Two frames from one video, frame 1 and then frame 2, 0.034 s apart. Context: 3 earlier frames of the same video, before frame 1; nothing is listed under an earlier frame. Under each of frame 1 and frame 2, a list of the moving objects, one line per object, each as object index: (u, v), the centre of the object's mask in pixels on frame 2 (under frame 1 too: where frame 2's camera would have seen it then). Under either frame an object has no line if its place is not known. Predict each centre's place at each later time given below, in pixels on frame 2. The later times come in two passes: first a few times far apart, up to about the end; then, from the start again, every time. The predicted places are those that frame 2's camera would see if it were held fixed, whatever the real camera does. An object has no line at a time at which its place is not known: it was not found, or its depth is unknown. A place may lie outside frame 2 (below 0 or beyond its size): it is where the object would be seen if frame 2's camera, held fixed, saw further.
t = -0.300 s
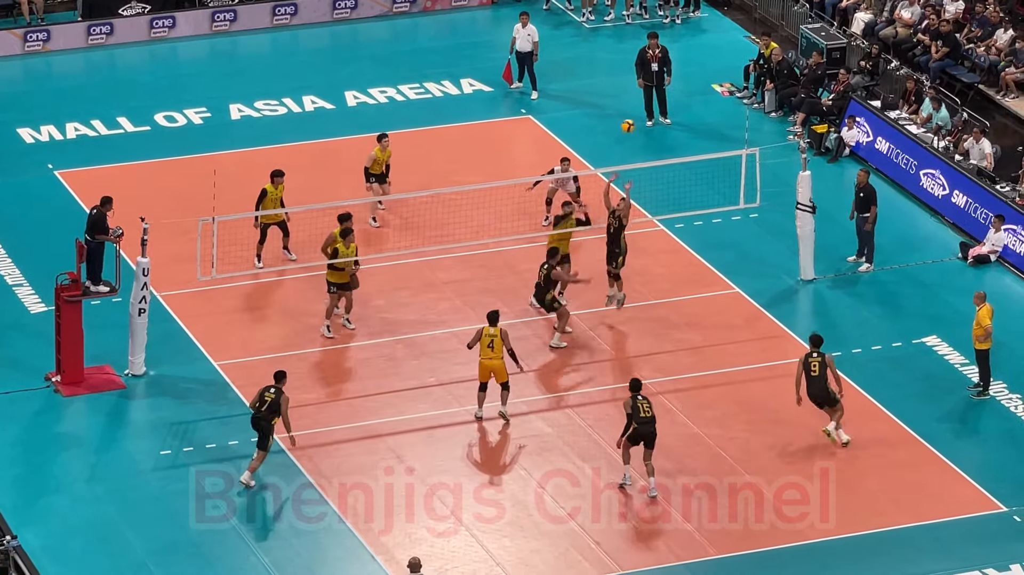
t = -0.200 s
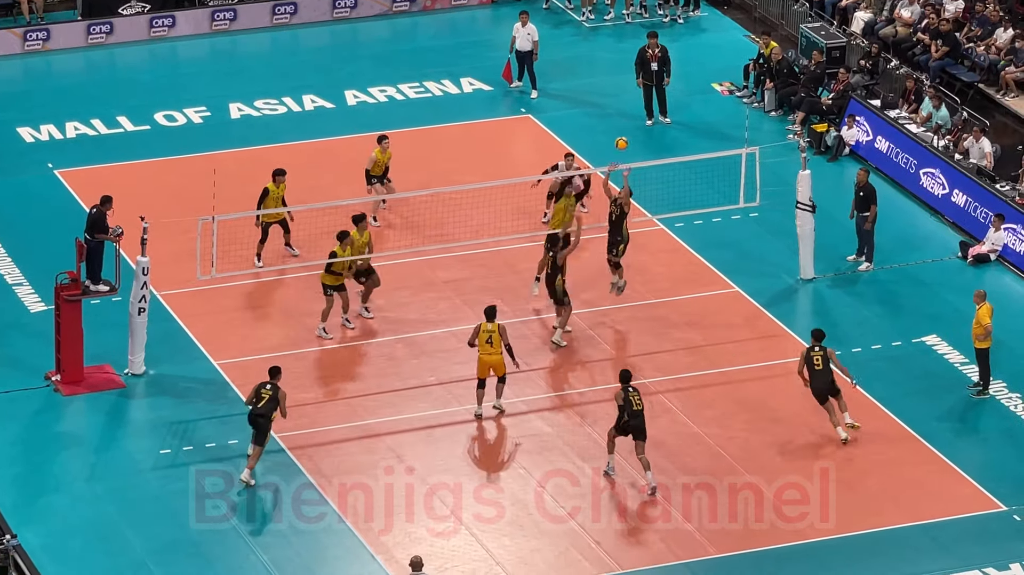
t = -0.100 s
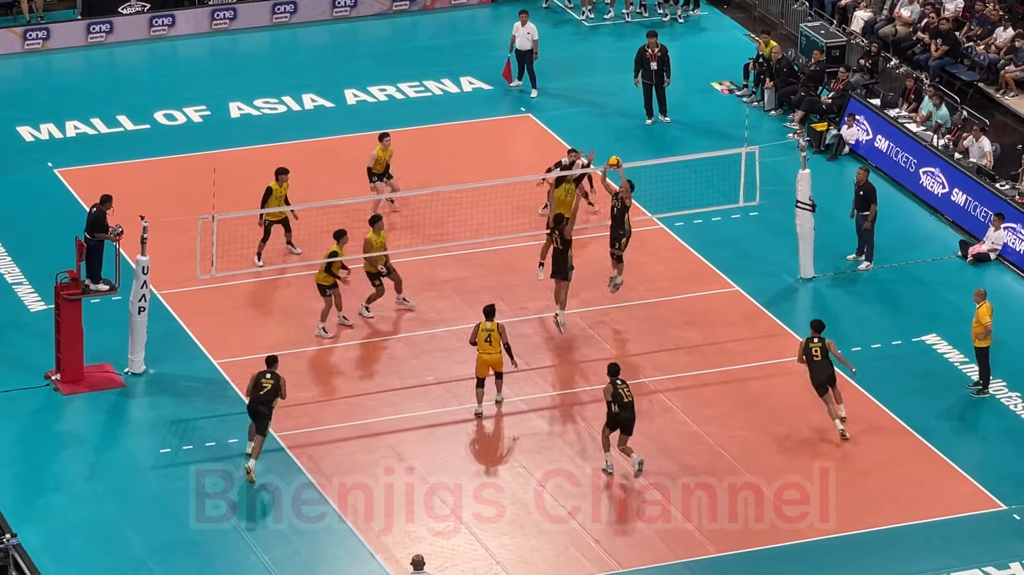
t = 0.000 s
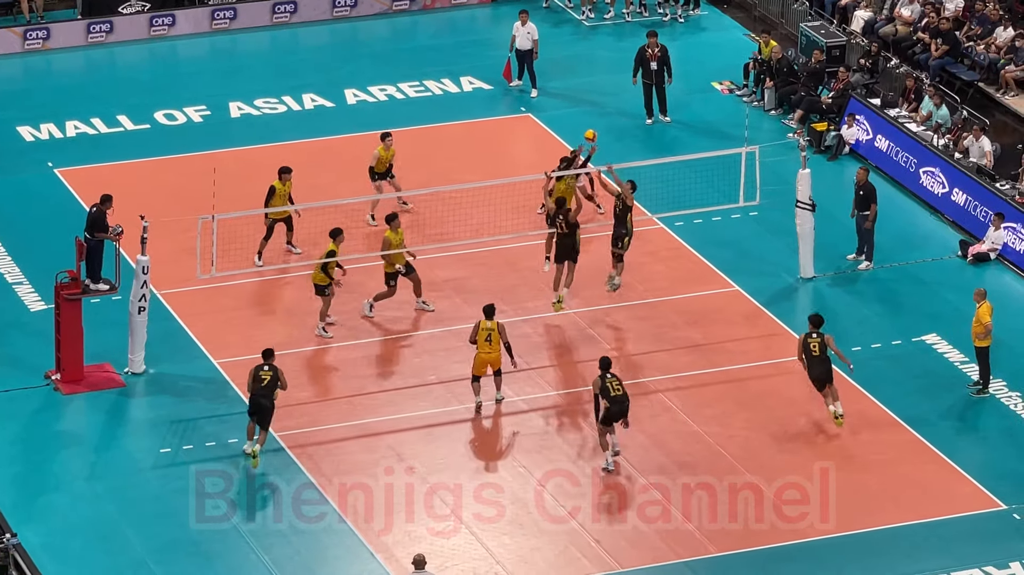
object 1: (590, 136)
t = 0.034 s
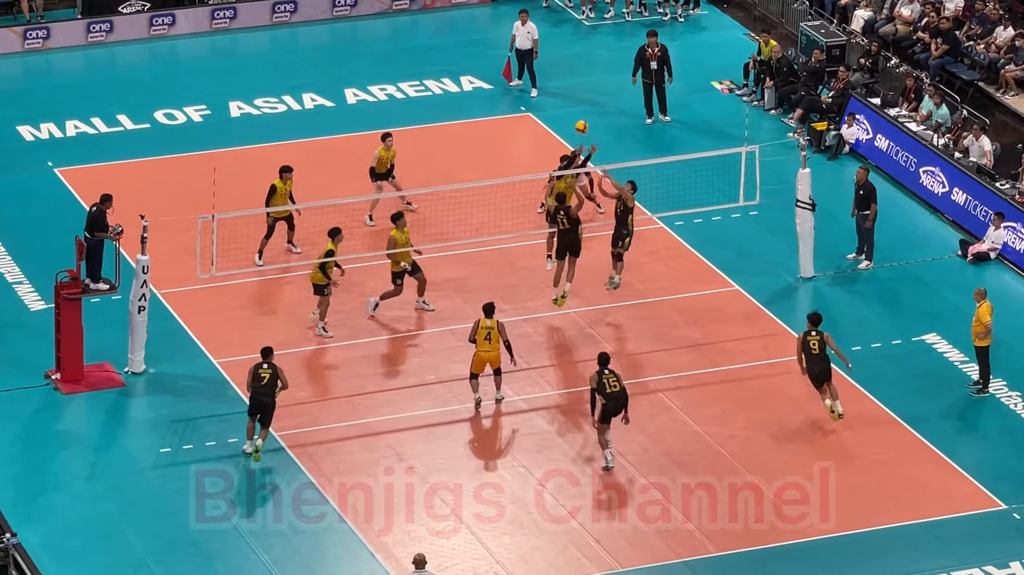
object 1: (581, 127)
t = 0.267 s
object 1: (518, 85)
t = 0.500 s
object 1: (456, 76)
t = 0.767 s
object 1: (385, 106)
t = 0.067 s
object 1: (572, 119)
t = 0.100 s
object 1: (563, 112)
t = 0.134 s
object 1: (554, 105)
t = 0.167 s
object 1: (545, 99)
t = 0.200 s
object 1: (536, 93)
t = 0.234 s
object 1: (526, 89)
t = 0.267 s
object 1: (518, 85)
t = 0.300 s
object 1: (509, 81)
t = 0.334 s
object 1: (500, 79)
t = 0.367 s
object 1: (491, 77)
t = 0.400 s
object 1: (483, 76)
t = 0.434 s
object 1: (473, 75)
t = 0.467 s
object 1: (464, 75)
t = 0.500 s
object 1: (456, 76)
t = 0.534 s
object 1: (447, 78)
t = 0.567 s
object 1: (438, 79)
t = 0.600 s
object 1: (429, 82)
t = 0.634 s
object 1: (419, 85)
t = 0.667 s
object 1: (411, 90)
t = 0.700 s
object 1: (402, 94)
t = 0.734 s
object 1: (394, 100)
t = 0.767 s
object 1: (385, 106)
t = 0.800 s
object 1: (376, 112)
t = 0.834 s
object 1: (368, 120)
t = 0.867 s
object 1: (359, 128)
